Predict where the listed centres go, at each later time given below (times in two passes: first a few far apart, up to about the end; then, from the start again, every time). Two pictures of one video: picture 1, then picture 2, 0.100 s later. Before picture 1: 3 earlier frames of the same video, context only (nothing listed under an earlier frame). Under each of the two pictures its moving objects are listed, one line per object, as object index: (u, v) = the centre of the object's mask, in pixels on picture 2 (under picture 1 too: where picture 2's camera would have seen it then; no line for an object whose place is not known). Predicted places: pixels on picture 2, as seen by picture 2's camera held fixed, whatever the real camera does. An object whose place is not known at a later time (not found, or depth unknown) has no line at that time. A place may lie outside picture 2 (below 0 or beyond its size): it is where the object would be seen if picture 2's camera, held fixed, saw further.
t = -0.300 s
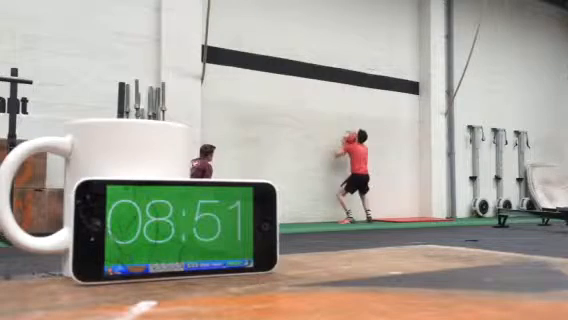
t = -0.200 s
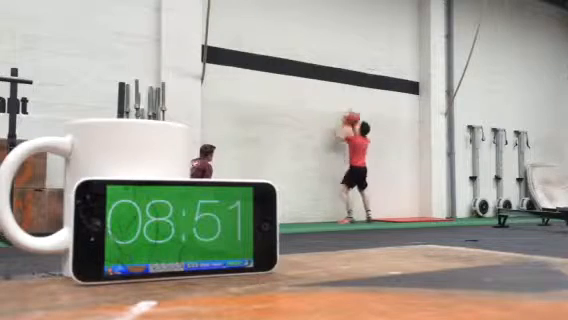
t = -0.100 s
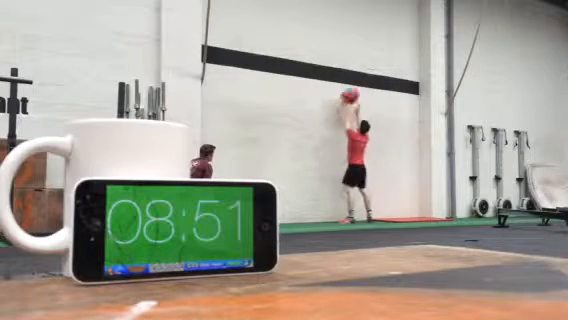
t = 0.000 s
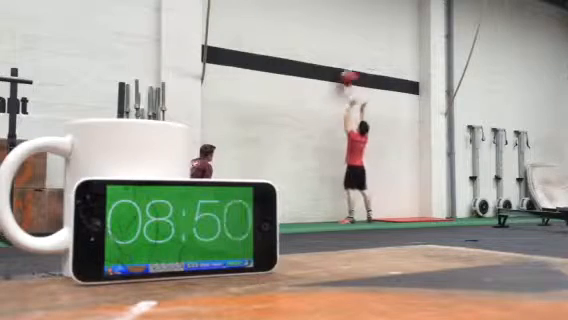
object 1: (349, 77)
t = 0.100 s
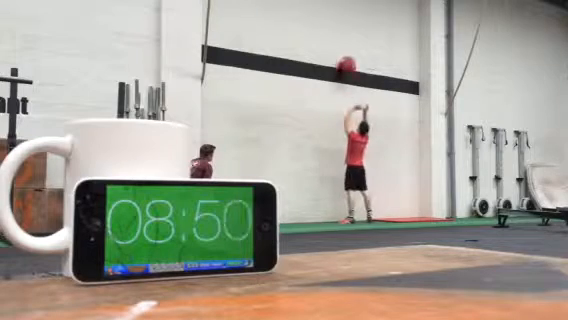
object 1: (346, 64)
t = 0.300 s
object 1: (344, 54)
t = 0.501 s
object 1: (346, 62)
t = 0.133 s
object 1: (346, 61)
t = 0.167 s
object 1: (345, 58)
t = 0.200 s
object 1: (344, 56)
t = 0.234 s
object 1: (344, 55)
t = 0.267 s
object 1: (344, 54)
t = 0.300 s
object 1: (344, 54)
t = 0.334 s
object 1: (345, 53)
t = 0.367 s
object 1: (345, 54)
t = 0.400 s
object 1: (345, 55)
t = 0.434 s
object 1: (346, 56)
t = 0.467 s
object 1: (346, 58)
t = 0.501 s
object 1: (346, 62)
